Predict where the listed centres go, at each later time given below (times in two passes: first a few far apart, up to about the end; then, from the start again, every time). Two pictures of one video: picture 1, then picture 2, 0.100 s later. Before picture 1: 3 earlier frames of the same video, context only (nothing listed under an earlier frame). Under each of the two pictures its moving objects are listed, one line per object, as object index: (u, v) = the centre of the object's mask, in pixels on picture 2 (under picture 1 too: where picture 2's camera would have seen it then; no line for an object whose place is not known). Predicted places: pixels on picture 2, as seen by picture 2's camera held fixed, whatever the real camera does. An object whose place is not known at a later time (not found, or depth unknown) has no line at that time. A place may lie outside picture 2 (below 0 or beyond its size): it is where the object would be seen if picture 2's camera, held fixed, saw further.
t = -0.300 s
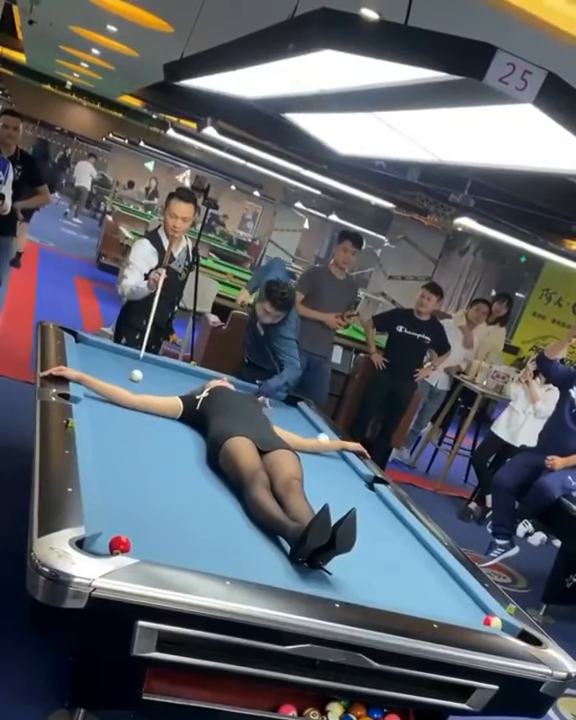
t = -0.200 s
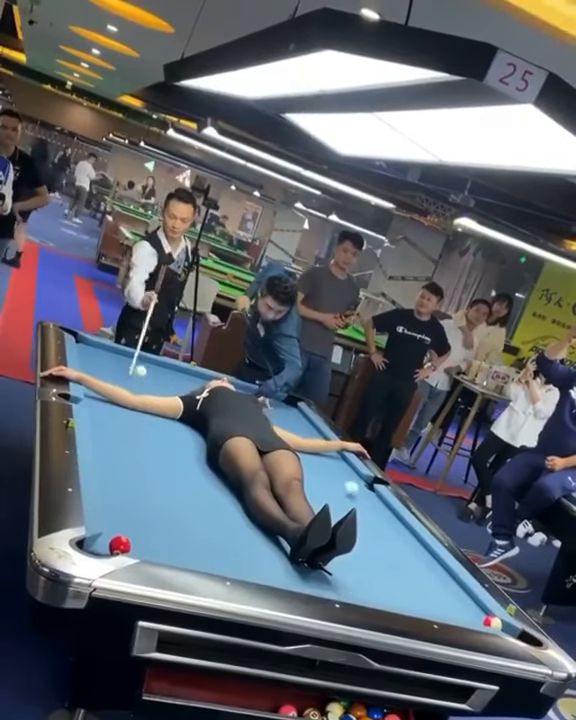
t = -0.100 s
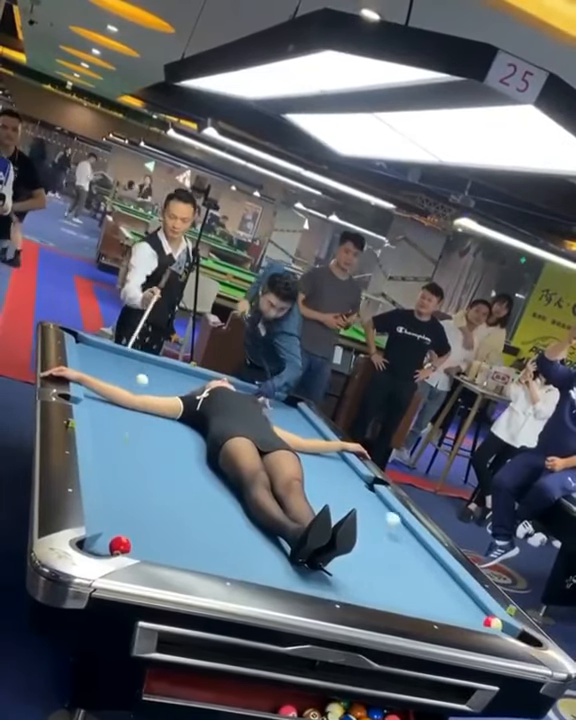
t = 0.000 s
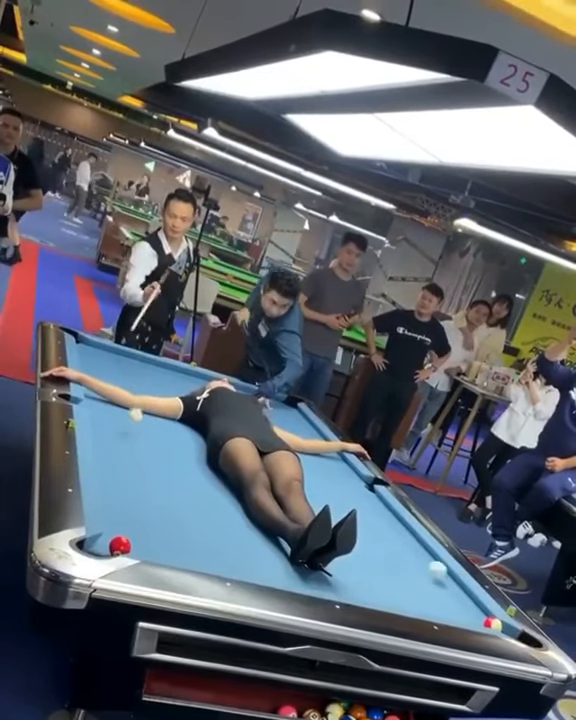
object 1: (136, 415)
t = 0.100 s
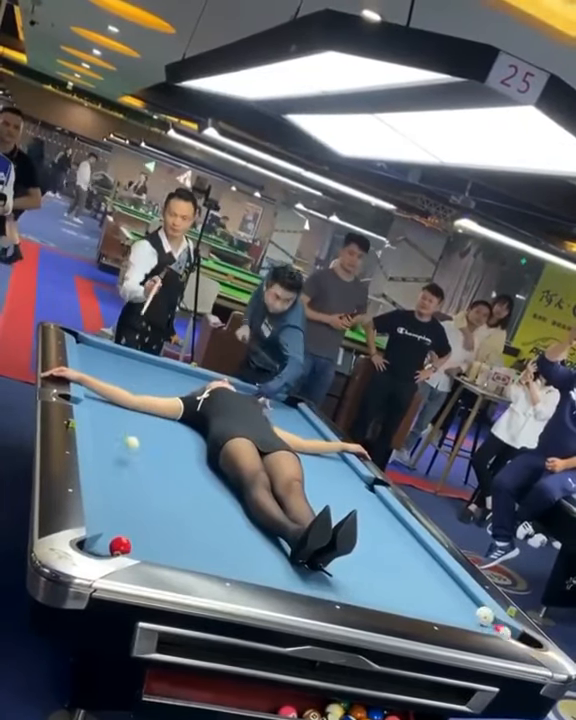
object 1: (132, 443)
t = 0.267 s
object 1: (123, 507)
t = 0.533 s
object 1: (137, 546)
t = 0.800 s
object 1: (156, 545)
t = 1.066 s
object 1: (175, 539)
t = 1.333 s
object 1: (191, 532)
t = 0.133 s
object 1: (132, 451)
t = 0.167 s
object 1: (130, 463)
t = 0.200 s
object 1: (126, 480)
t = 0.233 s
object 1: (123, 495)
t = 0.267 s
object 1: (123, 507)
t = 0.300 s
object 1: (120, 522)
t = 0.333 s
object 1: (115, 536)
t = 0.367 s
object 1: (115, 537)
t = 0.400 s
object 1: (120, 539)
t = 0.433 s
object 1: (124, 541)
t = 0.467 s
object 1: (128, 543)
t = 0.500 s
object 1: (133, 544)
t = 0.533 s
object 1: (137, 546)
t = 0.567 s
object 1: (141, 549)
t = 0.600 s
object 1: (143, 549)
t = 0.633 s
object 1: (146, 547)
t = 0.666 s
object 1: (148, 547)
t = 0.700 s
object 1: (150, 546)
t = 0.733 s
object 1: (153, 546)
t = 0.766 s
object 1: (154, 545)
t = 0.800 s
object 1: (156, 545)
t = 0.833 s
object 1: (159, 545)
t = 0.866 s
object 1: (162, 544)
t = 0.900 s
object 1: (164, 544)
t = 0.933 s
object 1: (166, 543)
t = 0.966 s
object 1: (169, 542)
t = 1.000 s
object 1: (172, 541)
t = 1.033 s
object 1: (173, 540)
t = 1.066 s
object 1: (175, 539)
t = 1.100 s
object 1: (178, 538)
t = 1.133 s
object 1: (179, 537)
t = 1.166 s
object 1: (181, 537)
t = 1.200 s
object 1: (184, 535)
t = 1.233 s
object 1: (186, 534)
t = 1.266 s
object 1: (188, 534)
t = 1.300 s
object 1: (189, 533)
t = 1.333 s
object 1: (191, 532)
